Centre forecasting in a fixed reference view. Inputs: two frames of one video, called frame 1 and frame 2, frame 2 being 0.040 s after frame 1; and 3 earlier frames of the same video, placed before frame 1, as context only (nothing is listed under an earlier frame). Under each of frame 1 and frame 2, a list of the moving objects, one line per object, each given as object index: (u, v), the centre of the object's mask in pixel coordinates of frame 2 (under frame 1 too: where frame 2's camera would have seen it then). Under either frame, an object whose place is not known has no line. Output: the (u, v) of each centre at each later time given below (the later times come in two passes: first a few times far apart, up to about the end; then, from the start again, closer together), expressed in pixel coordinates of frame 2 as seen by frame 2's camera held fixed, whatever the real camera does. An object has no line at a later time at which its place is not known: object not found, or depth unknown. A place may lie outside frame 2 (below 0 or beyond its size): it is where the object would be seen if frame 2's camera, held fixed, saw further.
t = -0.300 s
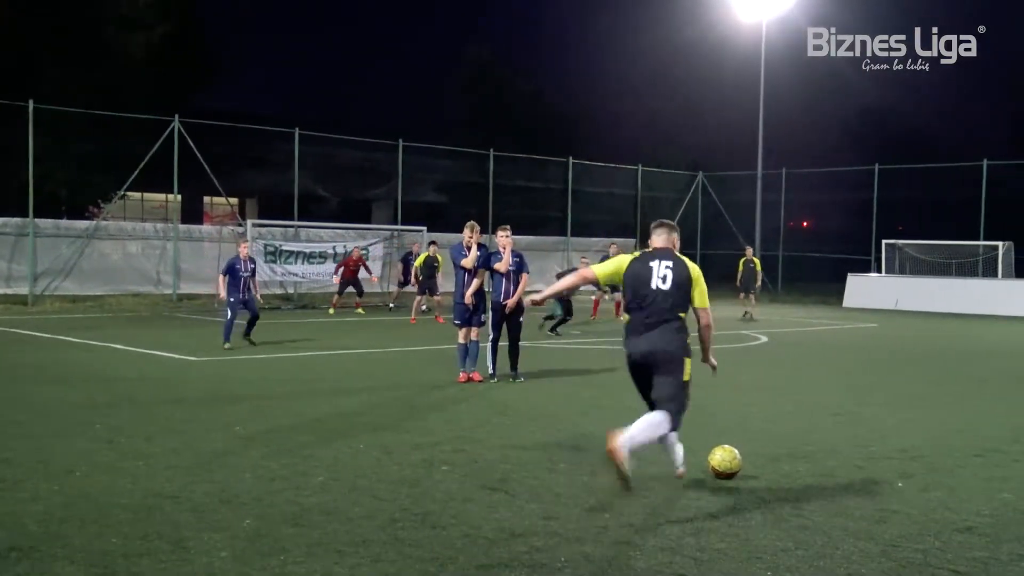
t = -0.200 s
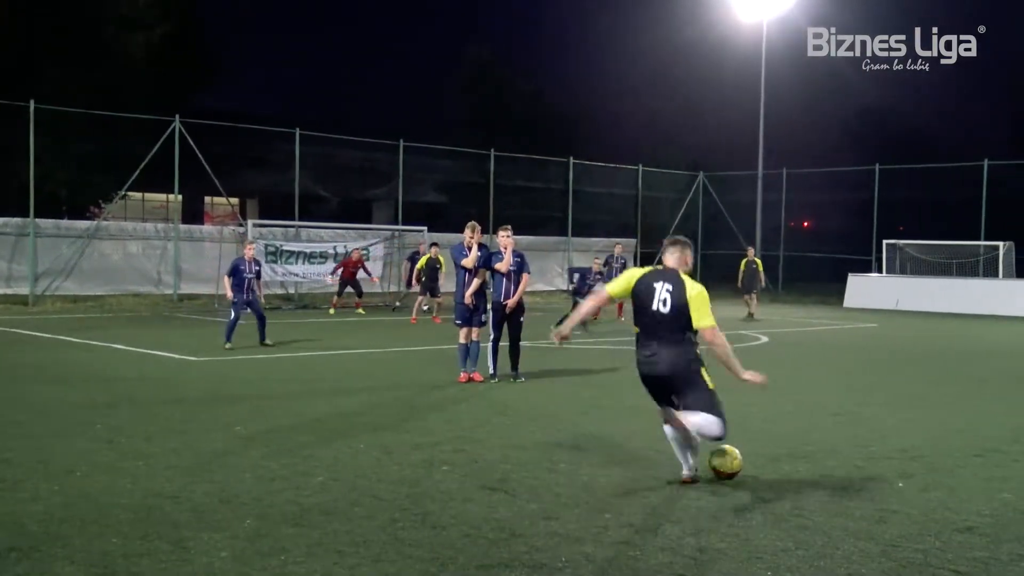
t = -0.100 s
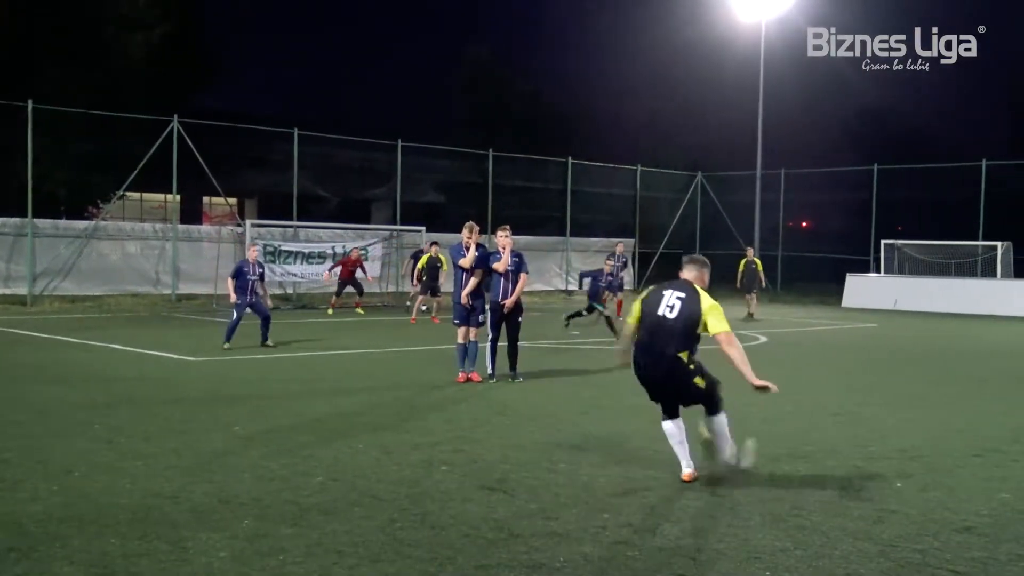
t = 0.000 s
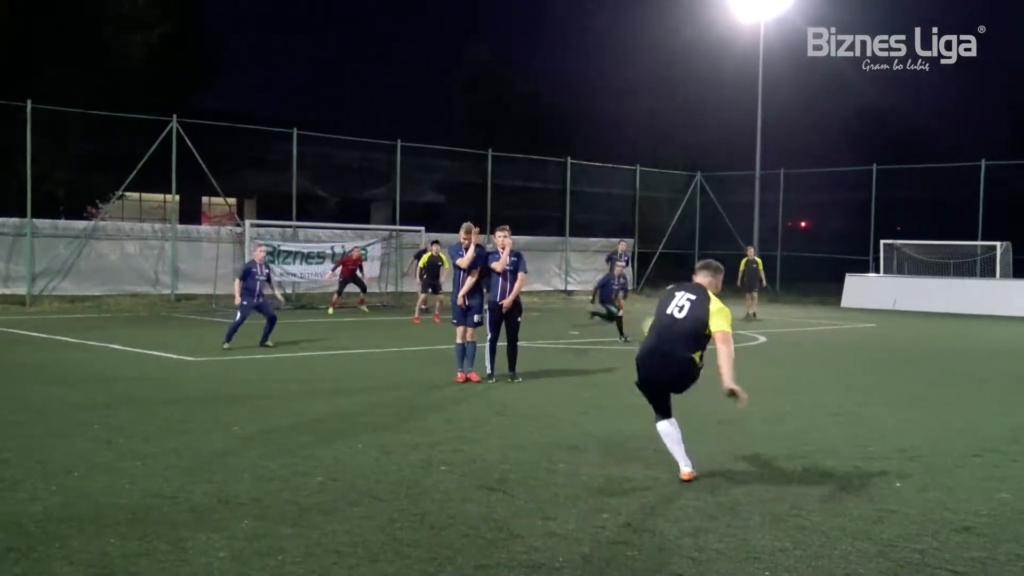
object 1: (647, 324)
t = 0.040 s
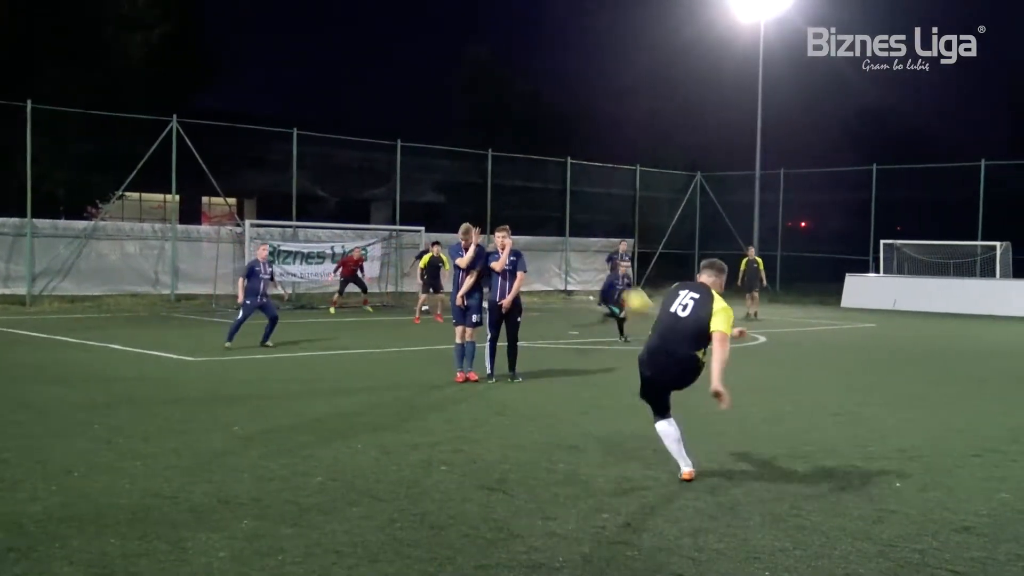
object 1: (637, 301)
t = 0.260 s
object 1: (557, 220)
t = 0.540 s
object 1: (486, 207)
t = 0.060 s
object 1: (629, 290)
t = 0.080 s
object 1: (620, 279)
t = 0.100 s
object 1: (612, 268)
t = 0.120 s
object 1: (604, 258)
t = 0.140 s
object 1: (596, 251)
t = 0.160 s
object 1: (589, 243)
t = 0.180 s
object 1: (582, 237)
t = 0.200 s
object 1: (576, 232)
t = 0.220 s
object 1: (569, 227)
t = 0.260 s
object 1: (557, 220)
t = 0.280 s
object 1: (551, 216)
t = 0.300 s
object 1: (545, 213)
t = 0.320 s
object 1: (539, 211)
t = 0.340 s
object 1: (534, 209)
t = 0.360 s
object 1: (528, 207)
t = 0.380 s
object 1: (523, 206)
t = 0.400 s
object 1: (518, 205)
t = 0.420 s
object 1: (513, 205)
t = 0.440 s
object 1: (508, 204)
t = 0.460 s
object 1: (504, 204)
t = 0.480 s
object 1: (499, 204)
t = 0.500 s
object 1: (495, 205)
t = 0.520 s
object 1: (490, 206)
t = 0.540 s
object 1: (486, 207)
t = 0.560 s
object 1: (481, 208)
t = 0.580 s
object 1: (477, 209)
